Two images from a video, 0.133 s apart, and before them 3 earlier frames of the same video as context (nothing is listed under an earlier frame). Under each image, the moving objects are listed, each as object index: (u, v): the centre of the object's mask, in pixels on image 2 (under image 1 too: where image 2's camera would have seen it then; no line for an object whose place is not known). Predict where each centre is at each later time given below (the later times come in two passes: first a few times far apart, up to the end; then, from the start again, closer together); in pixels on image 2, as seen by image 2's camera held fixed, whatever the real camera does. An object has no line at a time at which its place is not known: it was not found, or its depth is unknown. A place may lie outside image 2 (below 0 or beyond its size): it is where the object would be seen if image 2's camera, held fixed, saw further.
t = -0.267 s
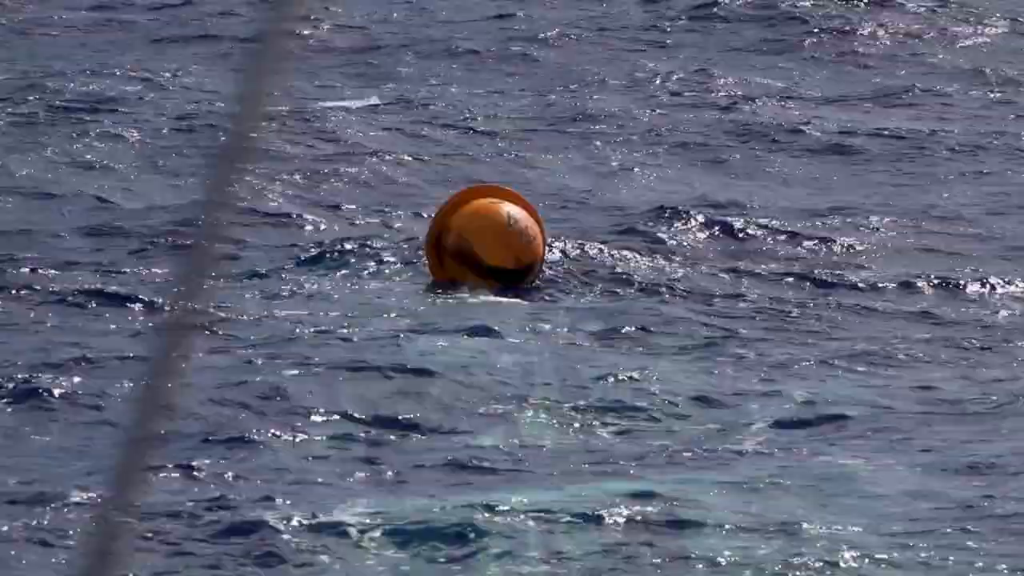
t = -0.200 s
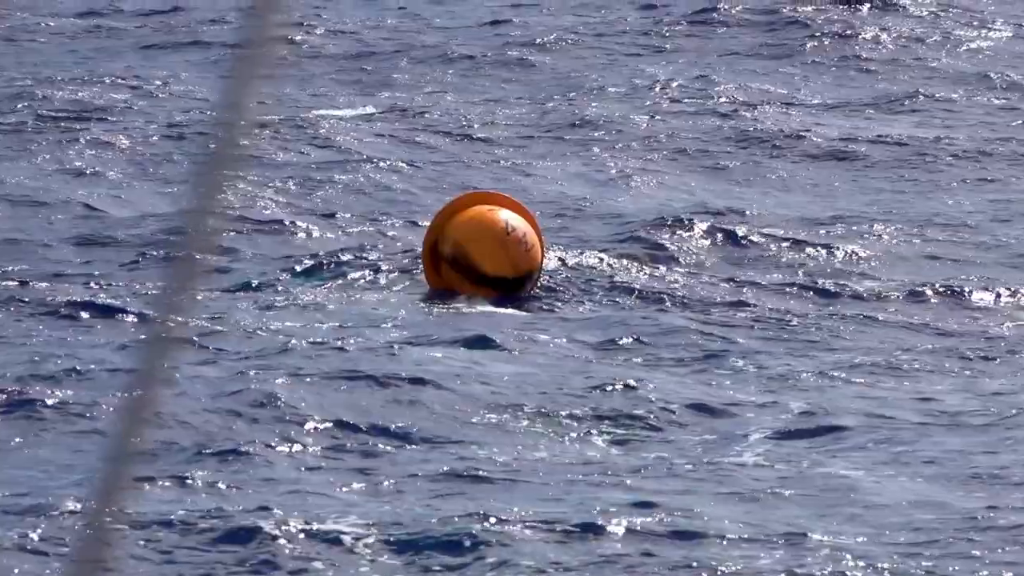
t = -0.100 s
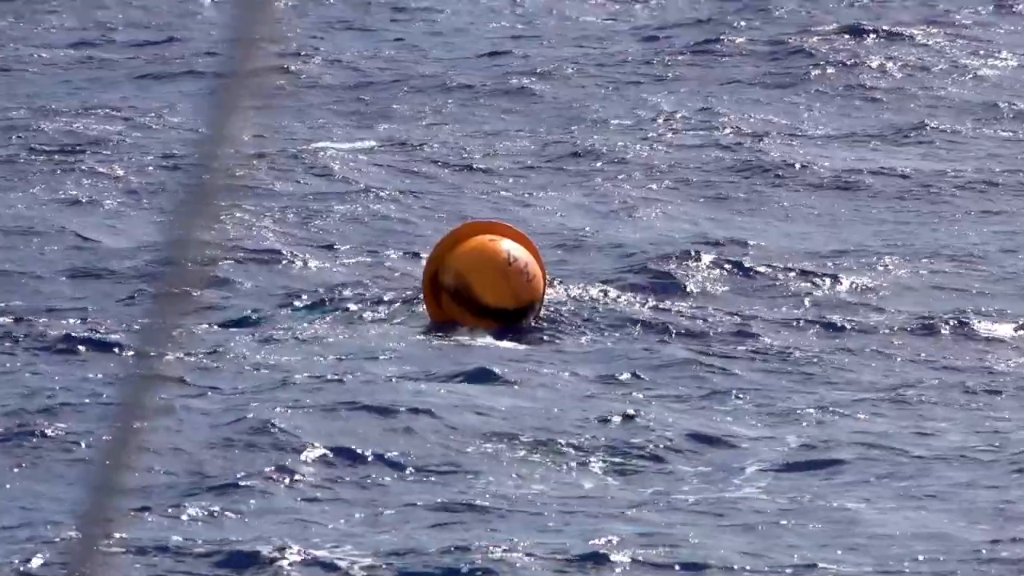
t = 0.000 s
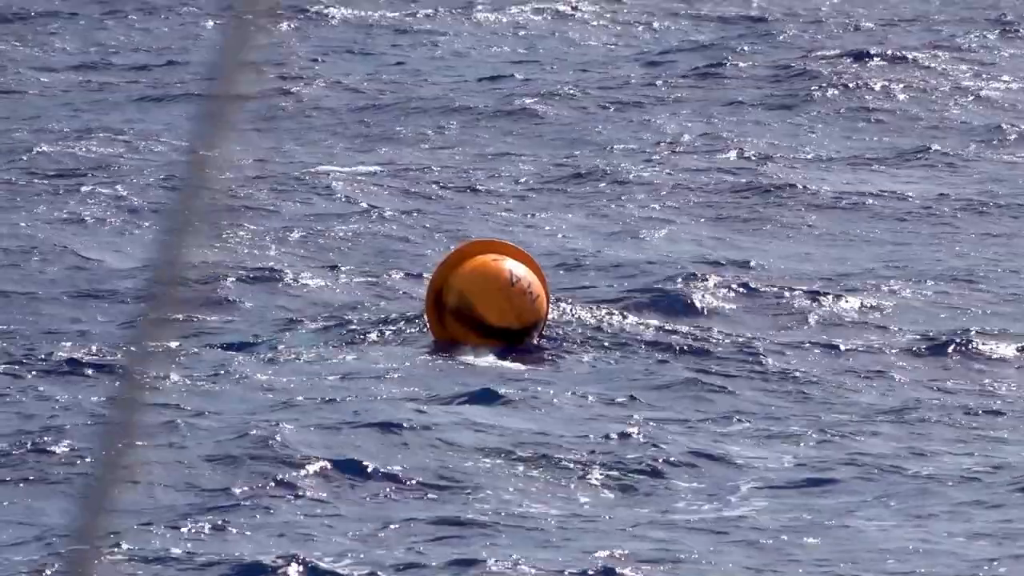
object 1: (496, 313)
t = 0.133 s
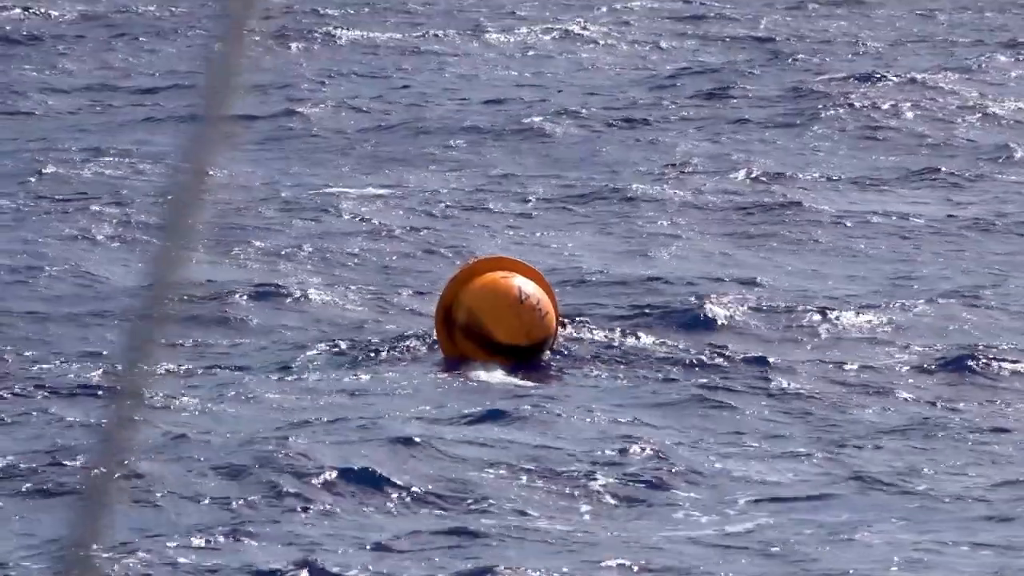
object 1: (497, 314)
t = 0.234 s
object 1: (497, 314)
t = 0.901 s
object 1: (504, 312)
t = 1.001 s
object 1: (505, 314)
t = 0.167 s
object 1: (496, 314)
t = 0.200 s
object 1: (497, 314)
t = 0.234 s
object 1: (497, 314)
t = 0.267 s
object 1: (497, 314)
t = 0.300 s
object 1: (497, 314)
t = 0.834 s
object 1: (503, 310)
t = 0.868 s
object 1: (504, 311)
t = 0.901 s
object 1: (504, 312)
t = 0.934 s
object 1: (504, 312)
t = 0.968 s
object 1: (506, 313)
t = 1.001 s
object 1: (505, 314)
